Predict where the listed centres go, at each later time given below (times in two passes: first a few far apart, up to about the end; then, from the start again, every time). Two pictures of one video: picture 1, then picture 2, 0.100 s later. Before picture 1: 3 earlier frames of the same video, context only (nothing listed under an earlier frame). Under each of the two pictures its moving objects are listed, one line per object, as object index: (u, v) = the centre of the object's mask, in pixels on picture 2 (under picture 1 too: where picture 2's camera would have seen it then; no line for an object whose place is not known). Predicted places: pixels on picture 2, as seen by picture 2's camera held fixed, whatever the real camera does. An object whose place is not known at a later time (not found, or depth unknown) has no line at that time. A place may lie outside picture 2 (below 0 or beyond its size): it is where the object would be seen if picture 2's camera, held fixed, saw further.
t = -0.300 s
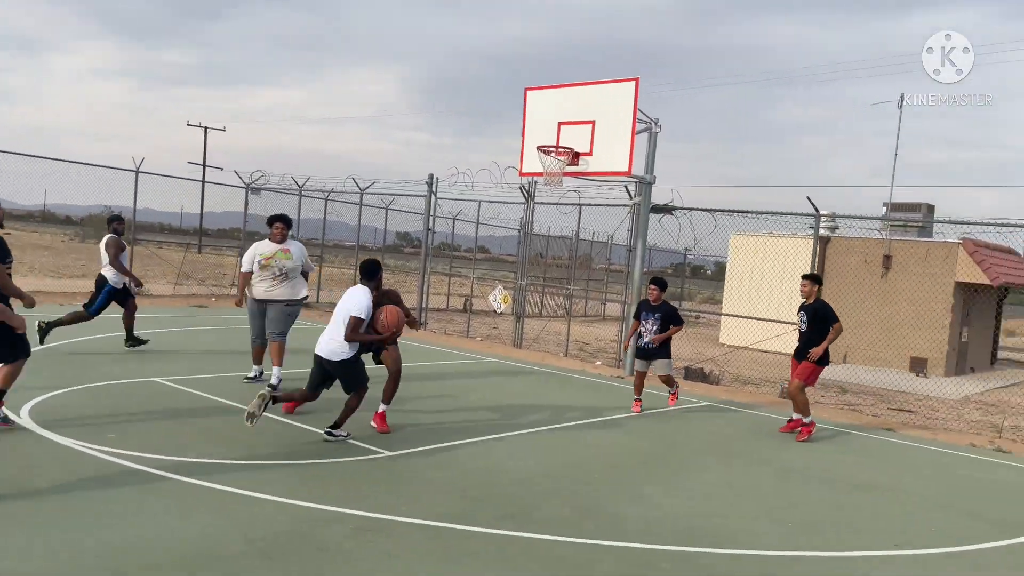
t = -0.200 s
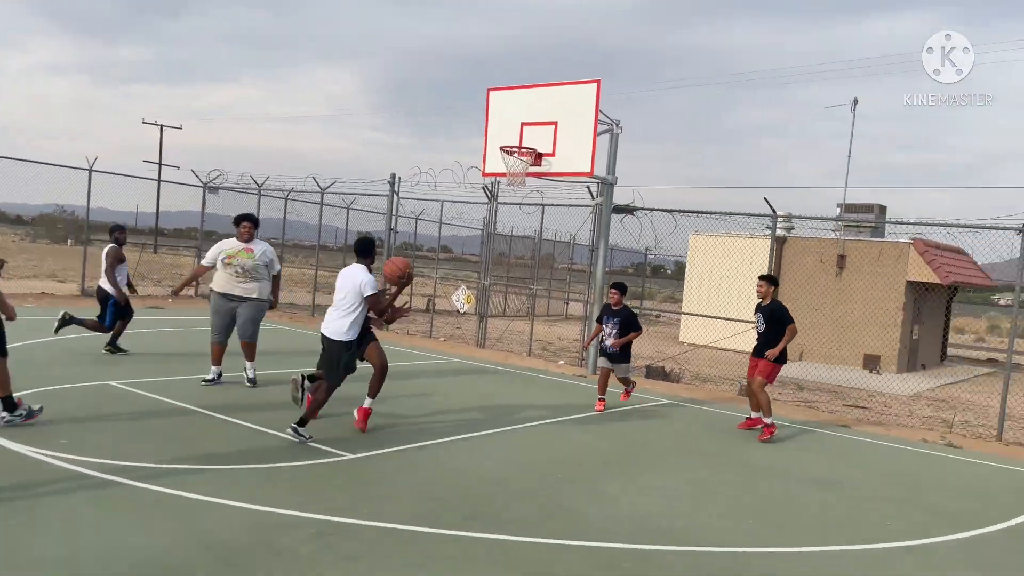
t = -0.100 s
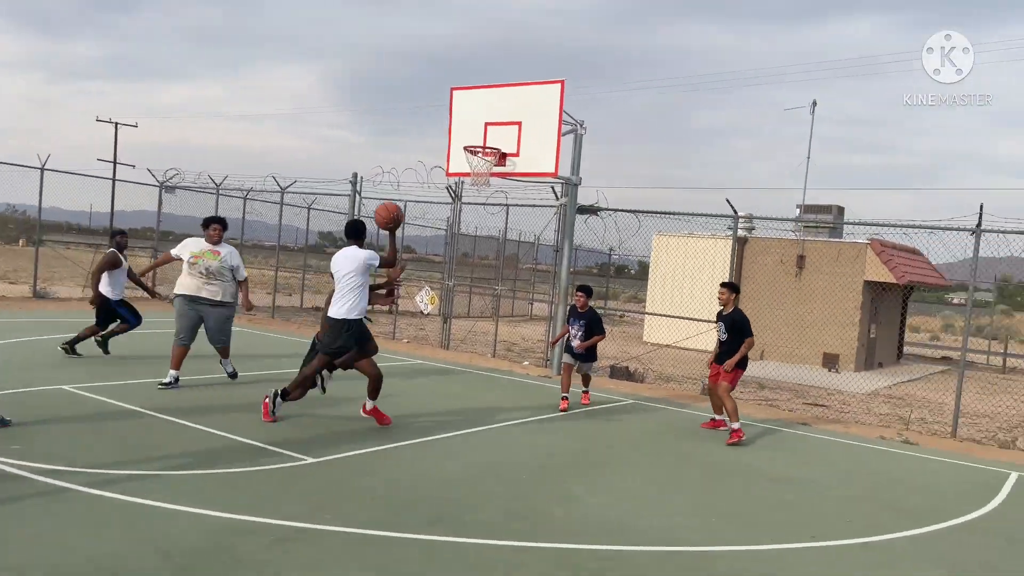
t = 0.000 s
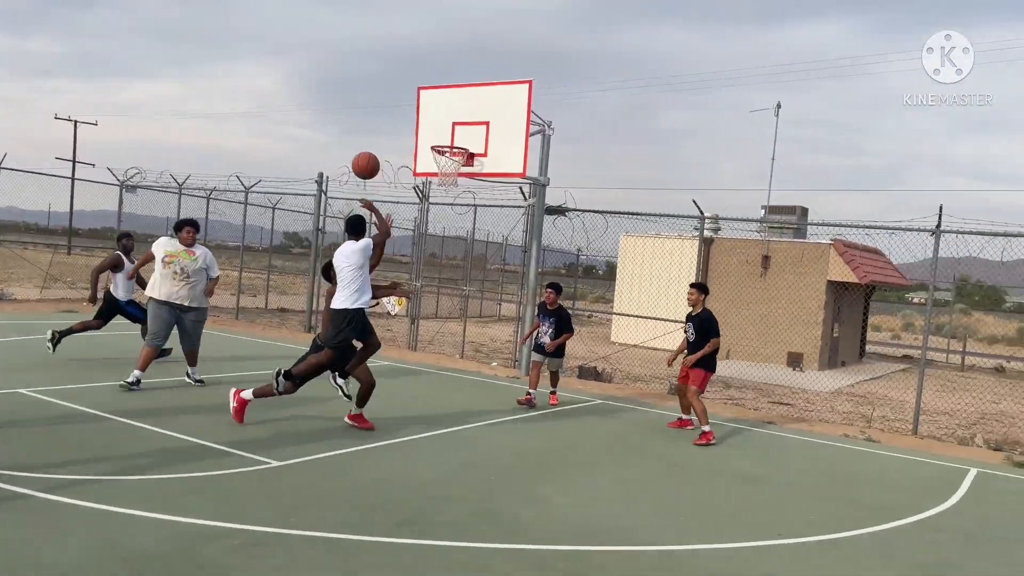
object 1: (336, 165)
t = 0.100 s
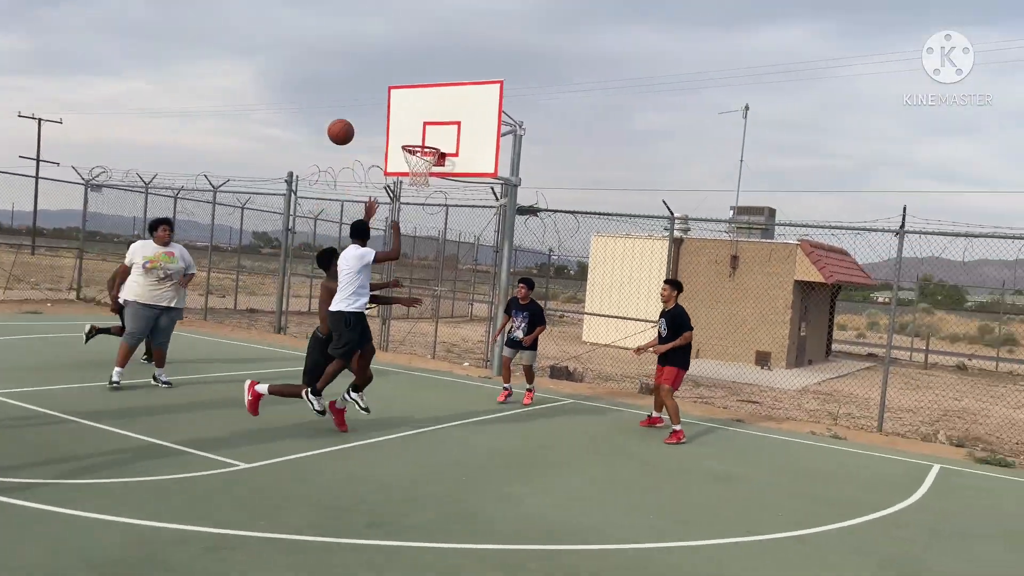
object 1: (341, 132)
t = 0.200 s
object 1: (344, 113)
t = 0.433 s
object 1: (349, 111)
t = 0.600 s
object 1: (352, 137)
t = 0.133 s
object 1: (342, 124)
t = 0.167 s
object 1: (343, 118)
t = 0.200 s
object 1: (344, 113)
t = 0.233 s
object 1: (345, 109)
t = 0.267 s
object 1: (345, 107)
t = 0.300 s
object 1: (346, 105)
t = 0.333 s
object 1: (347, 105)
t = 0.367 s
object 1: (348, 106)
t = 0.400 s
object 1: (349, 108)
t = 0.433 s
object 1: (349, 111)
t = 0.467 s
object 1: (350, 115)
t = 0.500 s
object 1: (351, 119)
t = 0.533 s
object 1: (351, 124)
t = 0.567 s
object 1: (352, 130)
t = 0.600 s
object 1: (352, 137)
